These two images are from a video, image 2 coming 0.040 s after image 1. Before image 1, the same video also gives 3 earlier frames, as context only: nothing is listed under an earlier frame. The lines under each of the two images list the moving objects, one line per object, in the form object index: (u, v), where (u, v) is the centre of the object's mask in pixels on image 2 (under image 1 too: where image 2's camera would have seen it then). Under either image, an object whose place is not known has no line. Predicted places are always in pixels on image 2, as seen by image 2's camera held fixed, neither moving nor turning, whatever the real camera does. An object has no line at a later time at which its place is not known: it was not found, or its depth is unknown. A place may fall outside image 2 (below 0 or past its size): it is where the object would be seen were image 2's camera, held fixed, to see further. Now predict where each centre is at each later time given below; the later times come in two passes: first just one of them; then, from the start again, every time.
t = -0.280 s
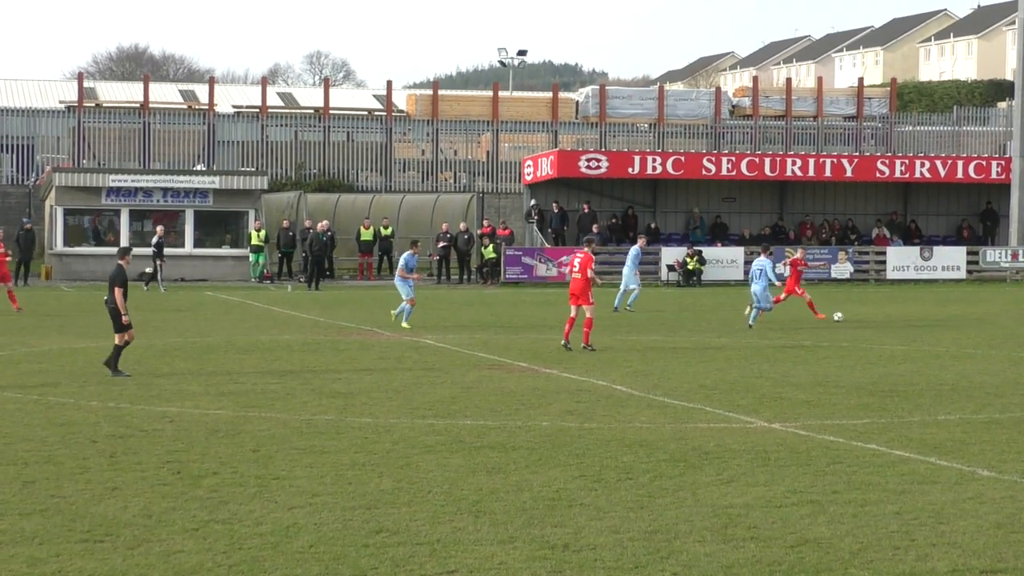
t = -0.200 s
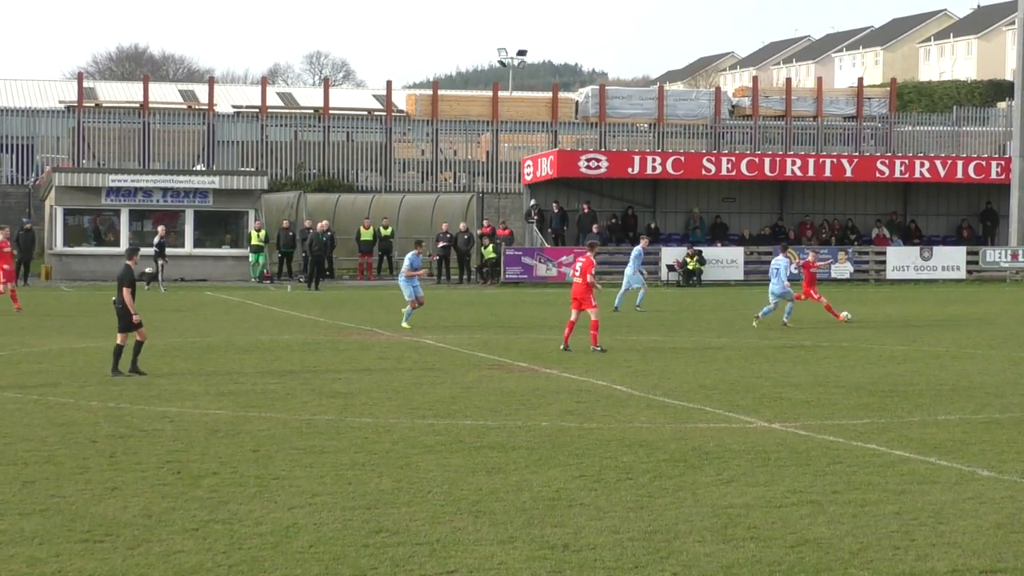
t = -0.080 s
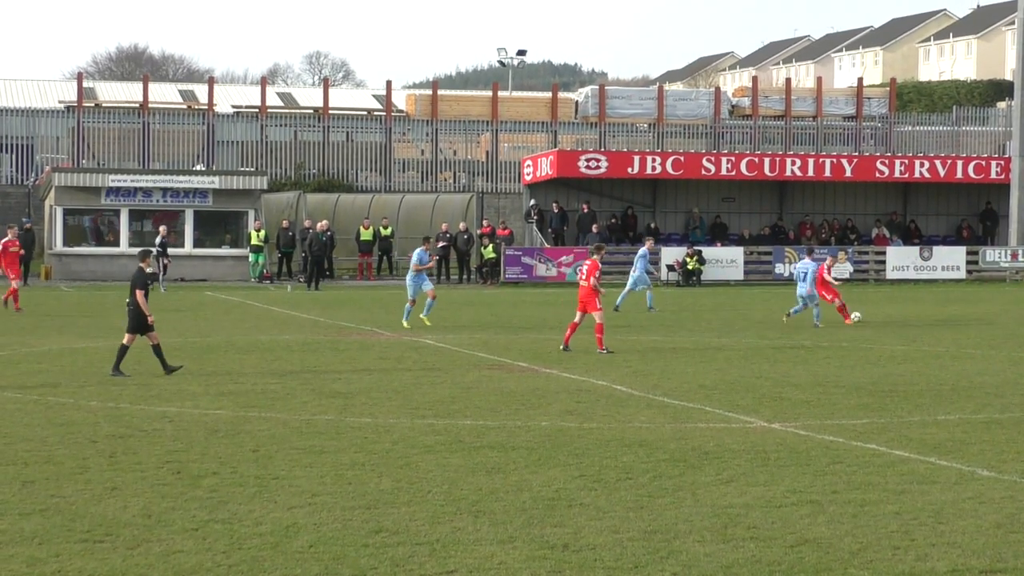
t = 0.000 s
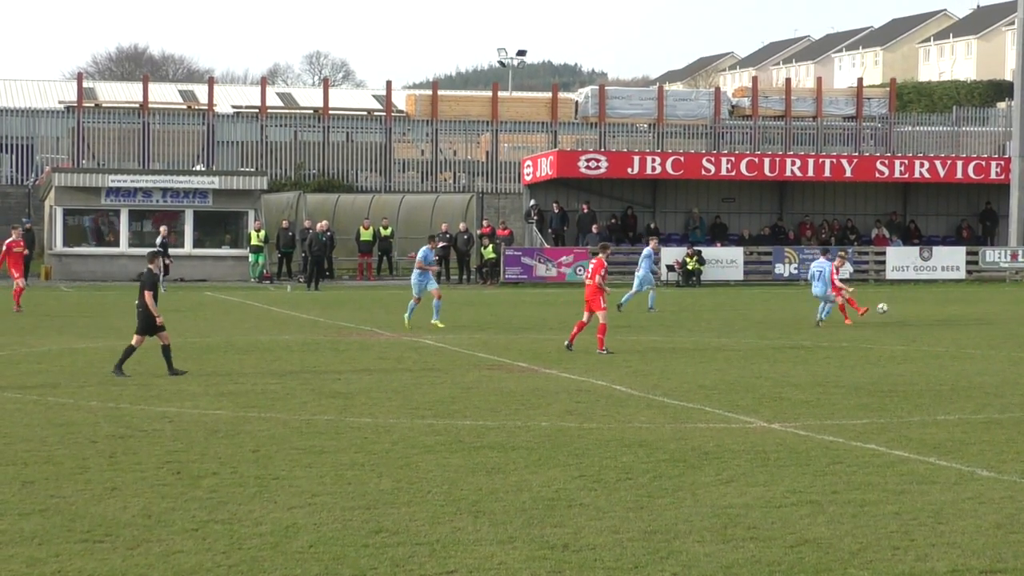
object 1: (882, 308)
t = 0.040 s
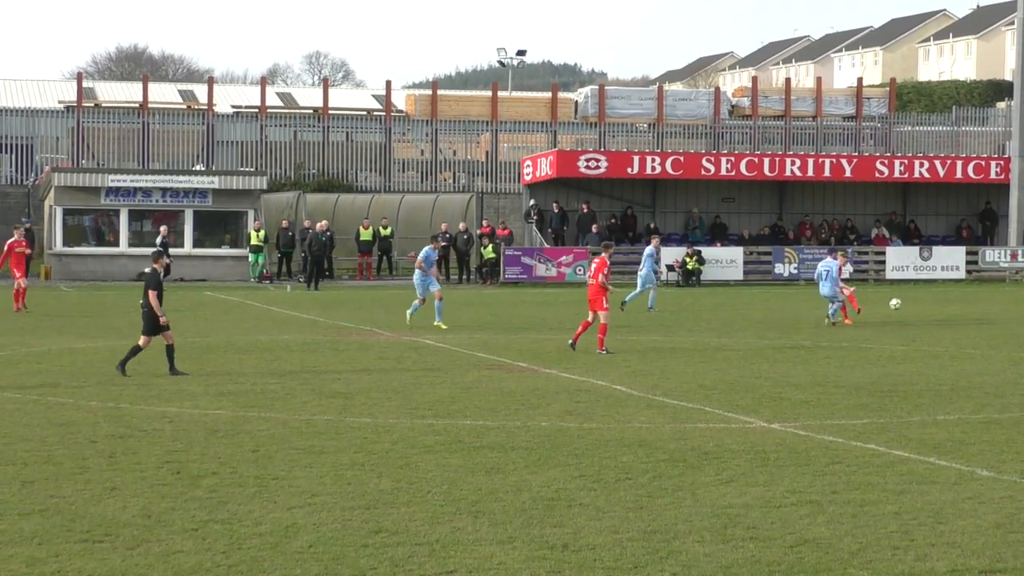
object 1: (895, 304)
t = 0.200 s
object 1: (945, 292)
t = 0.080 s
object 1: (908, 300)
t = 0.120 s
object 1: (921, 297)
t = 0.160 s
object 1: (932, 294)
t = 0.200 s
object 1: (945, 292)
